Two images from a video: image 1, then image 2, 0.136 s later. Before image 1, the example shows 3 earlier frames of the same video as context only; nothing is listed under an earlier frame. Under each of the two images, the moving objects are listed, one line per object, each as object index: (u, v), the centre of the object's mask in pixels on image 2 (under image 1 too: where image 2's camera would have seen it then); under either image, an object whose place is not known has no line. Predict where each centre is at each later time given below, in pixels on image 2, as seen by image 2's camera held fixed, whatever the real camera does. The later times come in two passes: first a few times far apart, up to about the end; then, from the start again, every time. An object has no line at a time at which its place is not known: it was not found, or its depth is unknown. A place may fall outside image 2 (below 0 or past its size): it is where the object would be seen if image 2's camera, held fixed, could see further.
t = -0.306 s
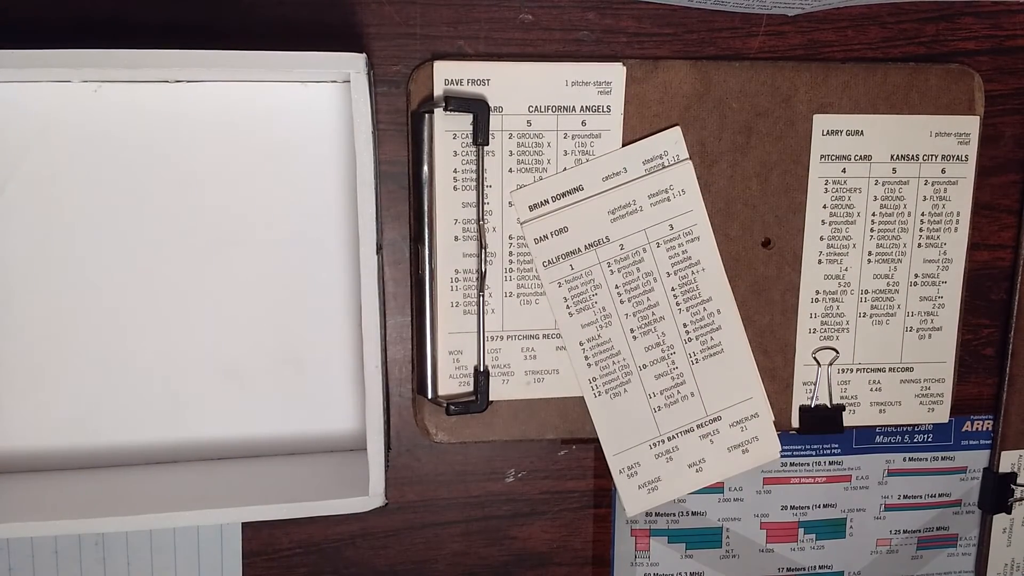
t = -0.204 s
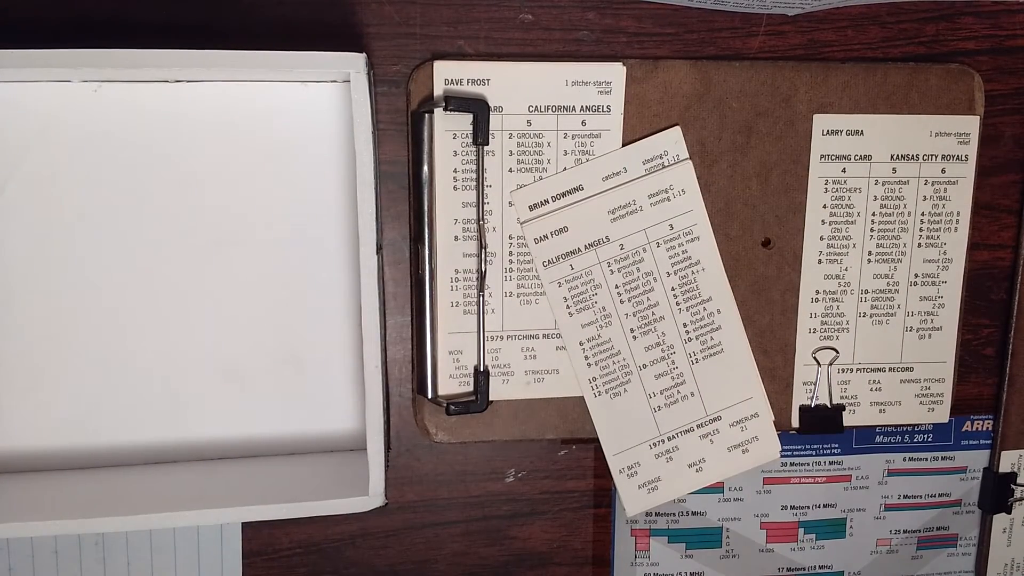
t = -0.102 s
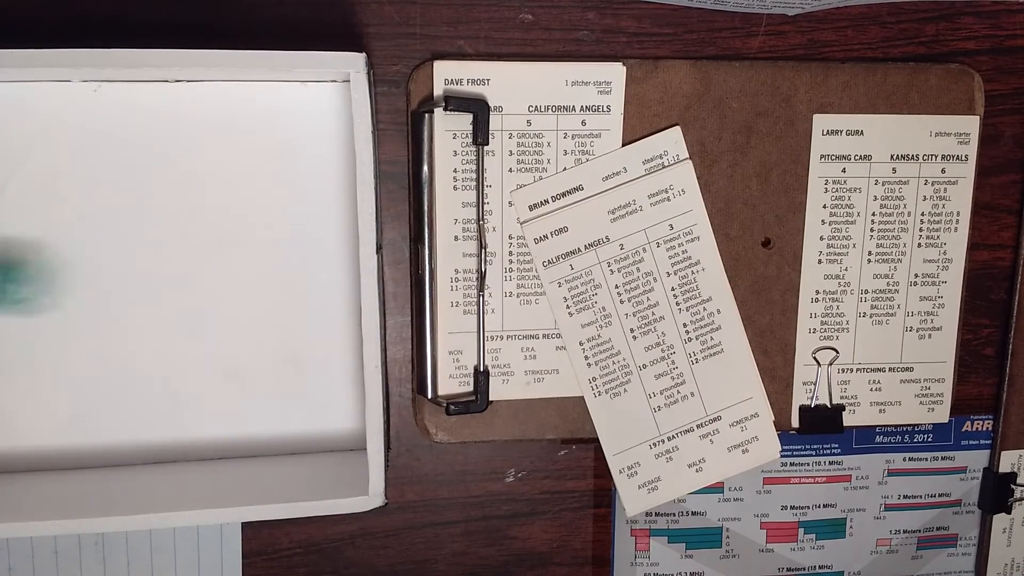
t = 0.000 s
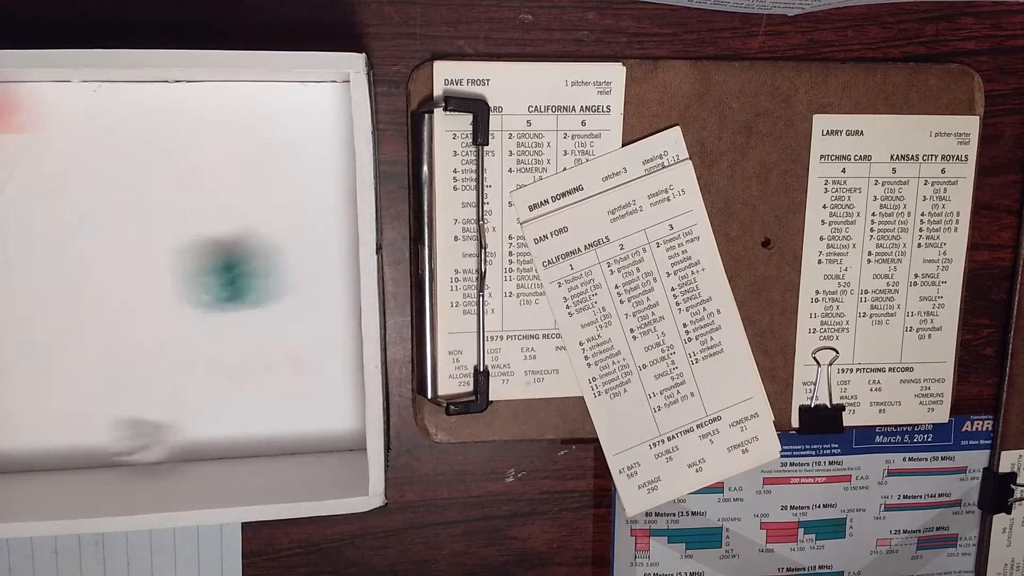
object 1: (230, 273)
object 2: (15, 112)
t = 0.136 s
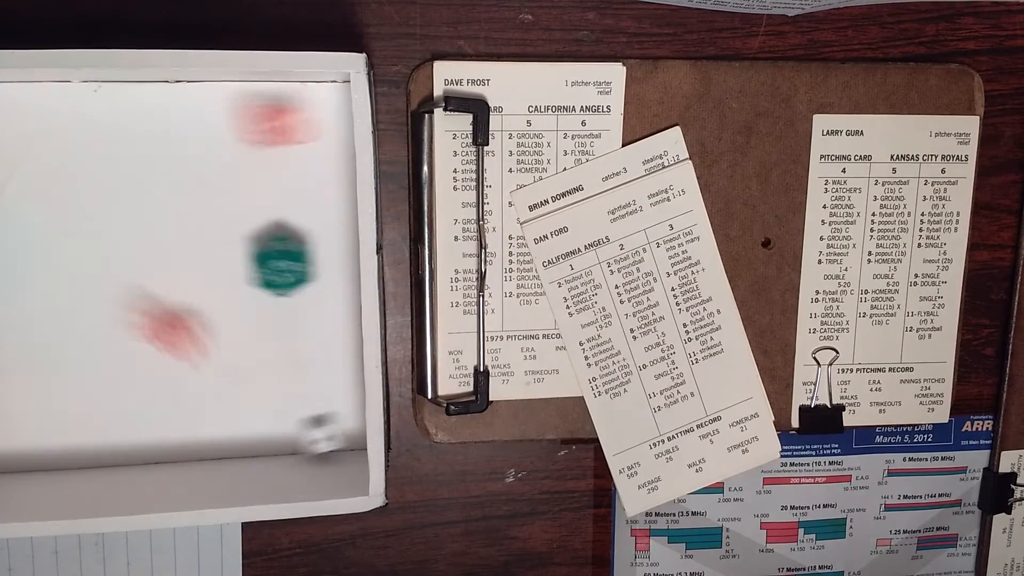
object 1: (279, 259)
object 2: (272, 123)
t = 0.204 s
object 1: (245, 261)
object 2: (322, 112)
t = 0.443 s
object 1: (222, 262)
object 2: (285, 107)
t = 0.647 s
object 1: (222, 262)
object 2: (285, 106)
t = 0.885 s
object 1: (222, 262)
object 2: (285, 106)
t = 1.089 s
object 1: (222, 262)
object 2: (285, 107)
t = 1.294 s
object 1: (222, 262)
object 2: (285, 107)
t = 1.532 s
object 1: (222, 262)
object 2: (285, 107)
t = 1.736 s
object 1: (223, 273)
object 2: (289, 118)
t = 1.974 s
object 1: (223, 272)
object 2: (289, 118)
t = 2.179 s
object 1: (223, 272)
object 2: (289, 118)
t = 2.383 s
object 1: (224, 272)
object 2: (289, 118)
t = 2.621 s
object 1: (223, 272)
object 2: (289, 118)
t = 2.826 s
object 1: (224, 272)
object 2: (289, 118)
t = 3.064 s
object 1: (224, 272)
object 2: (289, 118)
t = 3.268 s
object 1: (224, 272)
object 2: (289, 118)
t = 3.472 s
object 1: (224, 272)
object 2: (289, 118)
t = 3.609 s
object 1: (224, 272)
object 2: (289, 118)
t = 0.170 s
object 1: (262, 258)
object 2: (329, 119)
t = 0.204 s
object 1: (245, 261)
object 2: (322, 112)
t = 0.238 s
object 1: (232, 261)
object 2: (311, 105)
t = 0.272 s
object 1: (224, 261)
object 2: (296, 101)
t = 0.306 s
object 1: (222, 262)
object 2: (288, 103)
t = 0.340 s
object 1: (222, 262)
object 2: (285, 107)
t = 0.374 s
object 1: (222, 262)
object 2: (285, 107)
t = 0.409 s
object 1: (222, 262)
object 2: (285, 107)
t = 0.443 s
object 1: (222, 262)
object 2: (285, 107)
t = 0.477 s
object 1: (222, 262)
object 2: (285, 106)
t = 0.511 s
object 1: (222, 262)
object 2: (285, 106)
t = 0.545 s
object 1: (222, 262)
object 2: (285, 107)
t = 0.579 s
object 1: (222, 262)
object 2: (285, 107)
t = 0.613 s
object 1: (222, 262)
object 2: (285, 107)
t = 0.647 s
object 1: (222, 262)
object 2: (285, 106)
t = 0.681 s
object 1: (222, 262)
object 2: (285, 106)
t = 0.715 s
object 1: (222, 262)
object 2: (285, 106)
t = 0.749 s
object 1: (222, 262)
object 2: (285, 106)
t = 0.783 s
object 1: (222, 262)
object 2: (285, 106)
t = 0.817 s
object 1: (222, 262)
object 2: (285, 106)
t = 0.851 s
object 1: (222, 262)
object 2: (285, 106)
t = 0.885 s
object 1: (222, 262)
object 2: (285, 106)
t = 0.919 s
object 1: (222, 262)
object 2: (285, 106)
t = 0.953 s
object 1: (222, 262)
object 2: (285, 106)
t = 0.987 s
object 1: (222, 262)
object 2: (285, 107)
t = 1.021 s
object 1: (222, 262)
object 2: (285, 106)
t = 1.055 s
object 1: (221, 262)
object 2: (285, 107)
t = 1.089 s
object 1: (222, 262)
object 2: (285, 107)
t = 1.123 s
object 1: (222, 262)
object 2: (285, 106)
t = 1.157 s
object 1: (222, 262)
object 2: (285, 106)
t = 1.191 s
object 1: (222, 262)
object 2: (285, 106)
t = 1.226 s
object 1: (222, 262)
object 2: (285, 107)
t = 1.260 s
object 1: (222, 262)
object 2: (285, 106)
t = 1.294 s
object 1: (222, 262)
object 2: (285, 107)
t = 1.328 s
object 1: (222, 262)
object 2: (285, 107)
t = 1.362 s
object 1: (222, 262)
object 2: (285, 107)
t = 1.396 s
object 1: (222, 262)
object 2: (285, 107)
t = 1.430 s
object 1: (222, 262)
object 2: (285, 107)
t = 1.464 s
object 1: (222, 262)
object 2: (285, 107)
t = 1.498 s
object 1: (222, 262)
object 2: (285, 107)
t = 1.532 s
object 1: (222, 262)
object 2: (285, 107)
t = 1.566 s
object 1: (222, 265)
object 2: (286, 109)
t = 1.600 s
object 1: (223, 271)
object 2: (288, 115)
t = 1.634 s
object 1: (224, 272)
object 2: (289, 118)
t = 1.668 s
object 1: (224, 272)
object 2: (289, 118)
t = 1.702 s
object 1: (224, 272)
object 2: (289, 118)
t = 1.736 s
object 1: (223, 273)
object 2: (289, 118)
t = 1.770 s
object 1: (223, 272)
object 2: (289, 118)
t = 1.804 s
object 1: (223, 272)
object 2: (289, 118)
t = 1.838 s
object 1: (223, 272)
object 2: (289, 118)
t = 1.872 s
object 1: (223, 272)
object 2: (289, 118)
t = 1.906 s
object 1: (223, 272)
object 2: (289, 118)
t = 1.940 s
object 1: (223, 272)
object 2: (289, 118)
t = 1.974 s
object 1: (223, 272)
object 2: (289, 118)
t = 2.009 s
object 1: (224, 273)
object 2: (289, 118)
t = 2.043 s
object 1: (223, 272)
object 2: (289, 118)
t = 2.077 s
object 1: (224, 273)
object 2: (289, 118)
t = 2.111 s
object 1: (224, 272)
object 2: (289, 118)
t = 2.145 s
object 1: (224, 272)
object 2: (289, 118)
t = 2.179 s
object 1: (223, 272)
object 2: (289, 118)
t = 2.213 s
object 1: (224, 272)
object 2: (289, 118)
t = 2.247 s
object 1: (223, 272)
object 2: (289, 118)
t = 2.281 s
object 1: (224, 272)
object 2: (289, 118)
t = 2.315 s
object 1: (223, 272)
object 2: (289, 117)
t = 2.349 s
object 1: (223, 272)
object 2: (289, 118)
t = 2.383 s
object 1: (224, 272)
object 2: (289, 118)
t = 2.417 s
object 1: (223, 272)
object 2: (289, 118)
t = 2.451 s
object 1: (223, 272)
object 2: (289, 118)
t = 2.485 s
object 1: (223, 272)
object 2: (289, 118)
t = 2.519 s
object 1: (224, 272)
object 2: (289, 118)
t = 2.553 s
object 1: (224, 272)
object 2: (289, 118)
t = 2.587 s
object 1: (224, 272)
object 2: (289, 118)
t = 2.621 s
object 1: (223, 272)
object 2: (289, 118)
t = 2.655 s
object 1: (224, 272)
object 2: (289, 118)
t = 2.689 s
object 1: (224, 272)
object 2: (289, 118)
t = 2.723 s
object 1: (224, 272)
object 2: (289, 118)
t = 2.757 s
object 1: (224, 272)
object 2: (289, 118)
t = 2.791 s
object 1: (224, 272)
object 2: (289, 118)
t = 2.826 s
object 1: (224, 272)
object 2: (289, 118)
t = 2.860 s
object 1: (224, 272)
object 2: (289, 118)
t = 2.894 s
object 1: (224, 272)
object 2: (289, 118)
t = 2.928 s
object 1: (224, 272)
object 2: (289, 118)
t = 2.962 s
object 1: (224, 272)
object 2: (289, 118)
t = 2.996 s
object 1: (224, 272)
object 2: (289, 118)
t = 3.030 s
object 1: (224, 272)
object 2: (289, 118)
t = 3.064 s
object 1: (224, 272)
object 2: (289, 118)
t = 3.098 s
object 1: (224, 272)
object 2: (289, 118)
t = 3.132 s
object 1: (224, 272)
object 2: (289, 118)
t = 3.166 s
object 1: (224, 272)
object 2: (289, 118)
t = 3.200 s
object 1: (224, 272)
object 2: (289, 118)
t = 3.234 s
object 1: (224, 272)
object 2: (289, 118)
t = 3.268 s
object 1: (224, 272)
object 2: (289, 118)
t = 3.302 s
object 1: (224, 272)
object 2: (289, 118)
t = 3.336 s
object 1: (224, 272)
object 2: (289, 118)
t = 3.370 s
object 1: (224, 272)
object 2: (289, 118)
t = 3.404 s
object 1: (224, 272)
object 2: (289, 118)
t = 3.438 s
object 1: (224, 272)
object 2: (289, 118)
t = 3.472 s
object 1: (224, 272)
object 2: (289, 118)
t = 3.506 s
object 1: (224, 272)
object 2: (289, 118)
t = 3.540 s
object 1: (224, 272)
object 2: (289, 118)
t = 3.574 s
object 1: (224, 272)
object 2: (289, 118)
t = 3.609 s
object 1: (224, 272)
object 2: (289, 118)
